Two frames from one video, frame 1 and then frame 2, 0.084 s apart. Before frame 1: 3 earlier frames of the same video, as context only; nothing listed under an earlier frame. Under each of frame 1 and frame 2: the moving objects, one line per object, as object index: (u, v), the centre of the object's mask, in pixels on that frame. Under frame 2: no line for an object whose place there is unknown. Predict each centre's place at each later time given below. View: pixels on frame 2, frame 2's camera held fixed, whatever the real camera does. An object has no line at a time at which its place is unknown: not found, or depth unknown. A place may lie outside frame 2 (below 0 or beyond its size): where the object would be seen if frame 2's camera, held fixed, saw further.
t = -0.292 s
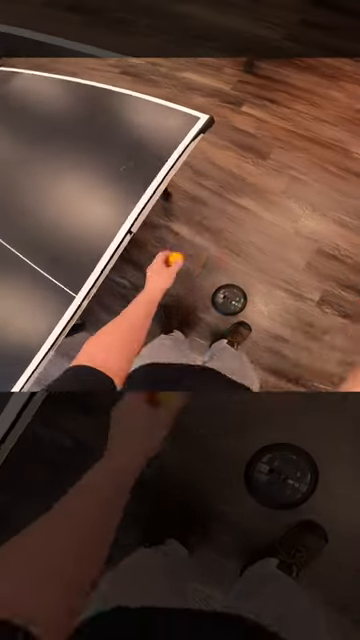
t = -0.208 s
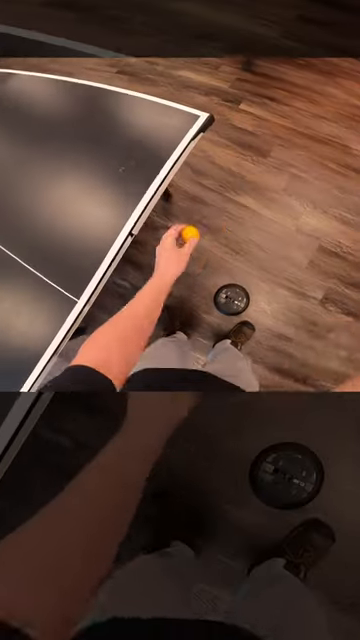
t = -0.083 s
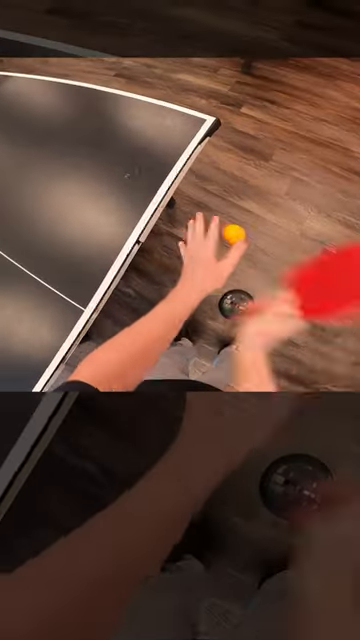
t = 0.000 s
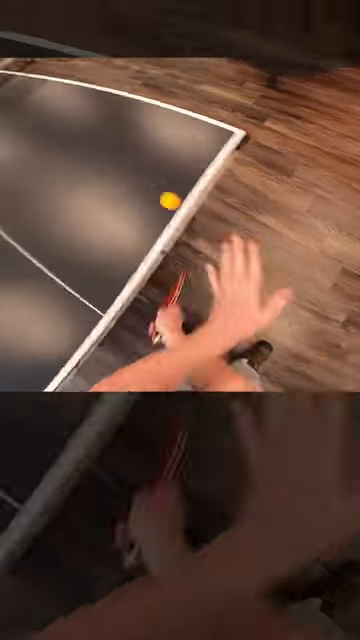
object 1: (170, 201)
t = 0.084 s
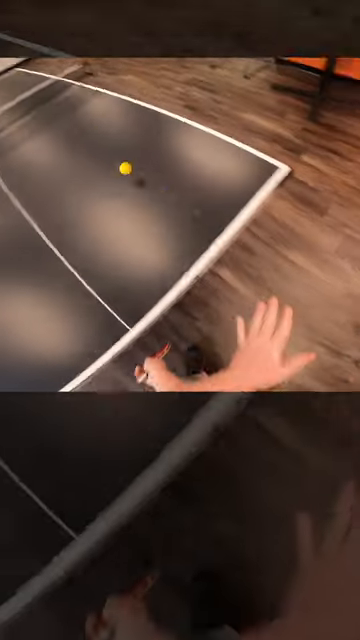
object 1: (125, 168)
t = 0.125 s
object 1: (99, 140)
